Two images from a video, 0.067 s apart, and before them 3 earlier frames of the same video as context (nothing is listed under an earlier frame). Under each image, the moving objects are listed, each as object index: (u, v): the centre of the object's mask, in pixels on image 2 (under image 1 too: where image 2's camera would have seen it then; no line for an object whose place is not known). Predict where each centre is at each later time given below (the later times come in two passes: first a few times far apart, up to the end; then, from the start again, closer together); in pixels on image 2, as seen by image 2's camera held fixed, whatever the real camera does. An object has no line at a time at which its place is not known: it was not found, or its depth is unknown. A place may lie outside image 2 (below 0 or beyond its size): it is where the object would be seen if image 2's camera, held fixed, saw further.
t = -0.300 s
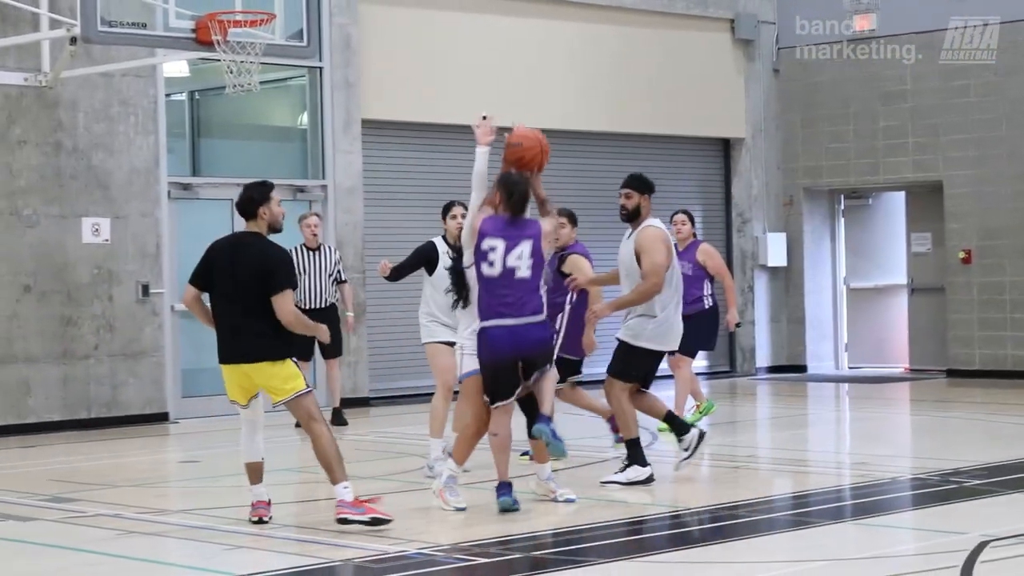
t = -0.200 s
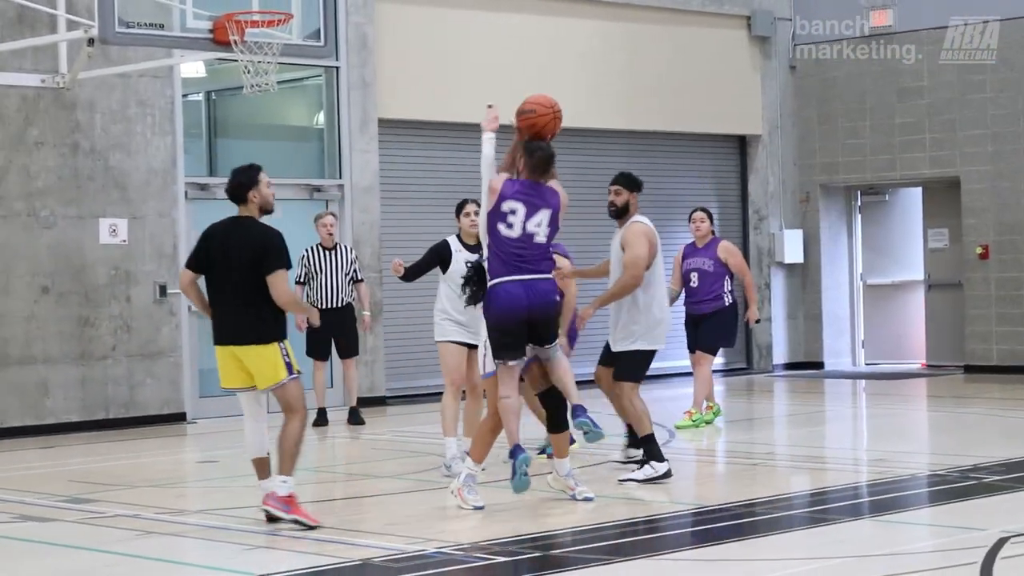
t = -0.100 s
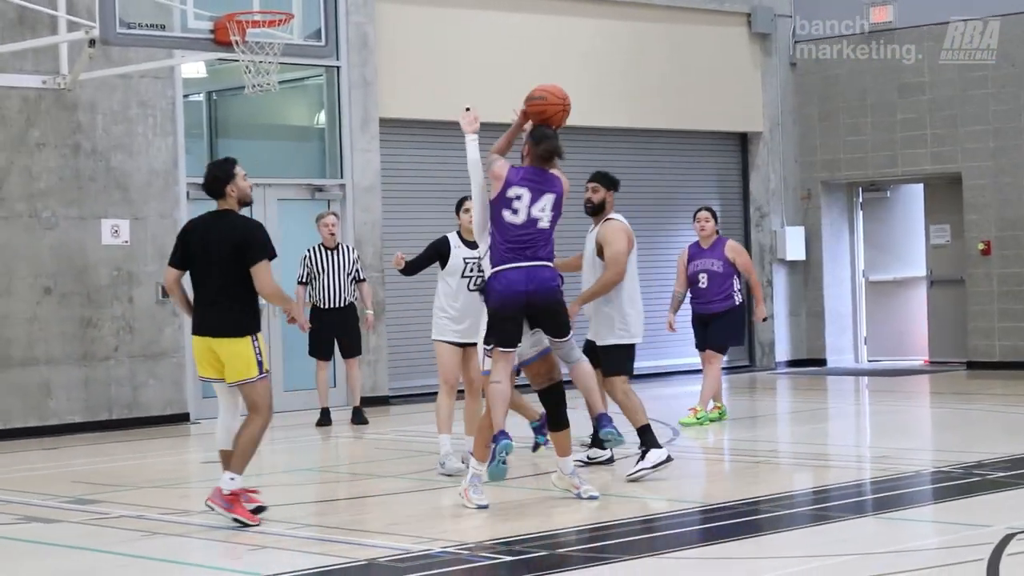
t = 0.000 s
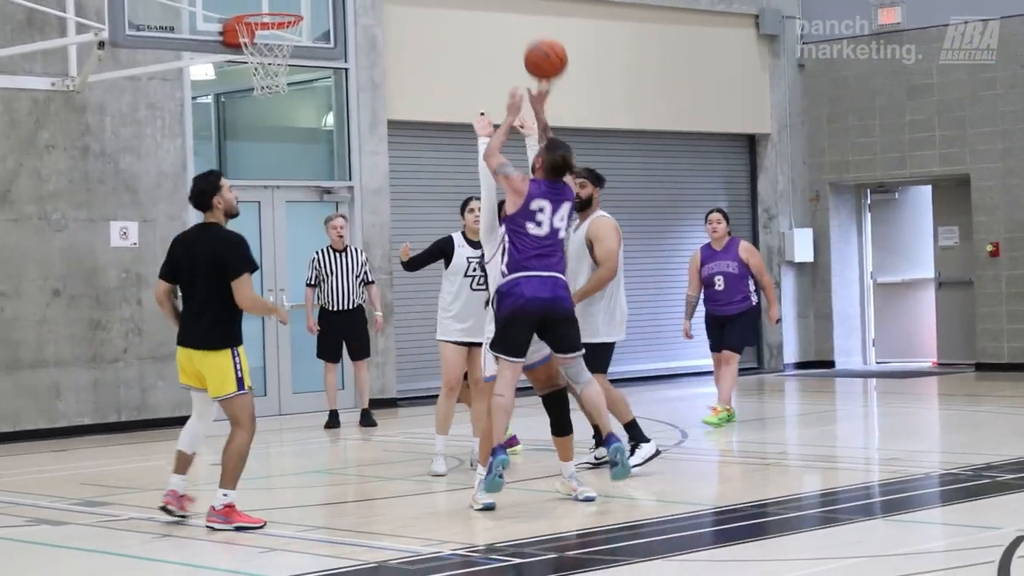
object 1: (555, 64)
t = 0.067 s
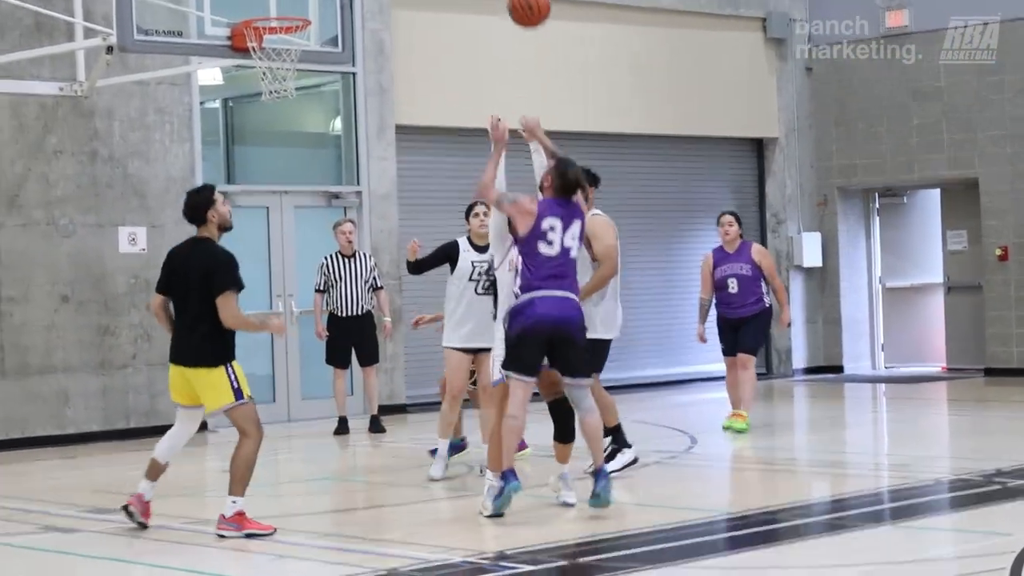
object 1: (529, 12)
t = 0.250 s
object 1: (464, -103)
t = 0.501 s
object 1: (394, -155)
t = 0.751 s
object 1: (332, -100)
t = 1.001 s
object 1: (274, 15)
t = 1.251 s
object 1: (272, 42)
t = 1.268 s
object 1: (272, 47)
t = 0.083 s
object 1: (523, 4)
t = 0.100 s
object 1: (517, -4)
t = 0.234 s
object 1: (468, -89)
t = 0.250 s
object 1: (464, -103)
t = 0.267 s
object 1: (458, -116)
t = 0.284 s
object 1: (453, -124)
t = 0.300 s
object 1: (448, -130)
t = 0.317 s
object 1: (444, -135)
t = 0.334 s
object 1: (439, -140)
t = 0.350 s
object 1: (434, -144)
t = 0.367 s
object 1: (430, -147)
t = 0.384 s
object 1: (426, -149)
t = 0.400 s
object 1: (421, -151)
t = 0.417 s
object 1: (416, -153)
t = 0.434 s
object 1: (412, -154)
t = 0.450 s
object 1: (408, -155)
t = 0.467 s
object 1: (403, -156)
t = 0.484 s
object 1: (398, -156)
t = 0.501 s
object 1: (394, -155)
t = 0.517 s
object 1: (390, -154)
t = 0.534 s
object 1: (385, -153)
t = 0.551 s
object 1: (381, -151)
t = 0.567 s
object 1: (377, -149)
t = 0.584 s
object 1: (373, -146)
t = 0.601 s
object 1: (369, -143)
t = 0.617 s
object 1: (366, -140)
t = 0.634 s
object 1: (361, -136)
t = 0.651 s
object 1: (357, -132)
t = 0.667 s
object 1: (352, -128)
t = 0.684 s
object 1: (349, -123)
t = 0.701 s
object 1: (344, -118)
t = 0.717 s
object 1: (340, -112)
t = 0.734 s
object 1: (336, -107)
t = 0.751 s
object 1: (332, -100)
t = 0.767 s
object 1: (328, -93)
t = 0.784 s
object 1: (324, -86)
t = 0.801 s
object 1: (321, -78)
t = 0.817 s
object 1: (318, -70)
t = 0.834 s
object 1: (314, -62)
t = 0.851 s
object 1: (310, -53)
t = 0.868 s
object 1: (307, -44)
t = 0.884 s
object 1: (304, -35)
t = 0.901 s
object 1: (300, -25)
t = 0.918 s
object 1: (297, -15)
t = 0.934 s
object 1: (293, -5)
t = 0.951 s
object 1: (290, 3)
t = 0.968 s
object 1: (286, 8)
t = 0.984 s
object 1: (280, 9)
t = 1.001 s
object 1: (274, 15)
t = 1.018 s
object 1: (267, 16)
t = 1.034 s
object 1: (258, 11)
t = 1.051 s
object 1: (265, 16)
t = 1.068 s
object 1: (272, 19)
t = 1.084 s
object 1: (278, 20)
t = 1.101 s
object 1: (284, 21)
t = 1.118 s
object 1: (291, 22)
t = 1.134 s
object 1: (291, 23)
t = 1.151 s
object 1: (288, 25)
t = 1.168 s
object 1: (286, 27)
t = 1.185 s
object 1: (283, 29)
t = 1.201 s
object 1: (282, 34)
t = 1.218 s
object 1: (278, 37)
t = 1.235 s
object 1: (274, 39)
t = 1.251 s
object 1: (272, 42)
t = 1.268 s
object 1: (272, 47)
